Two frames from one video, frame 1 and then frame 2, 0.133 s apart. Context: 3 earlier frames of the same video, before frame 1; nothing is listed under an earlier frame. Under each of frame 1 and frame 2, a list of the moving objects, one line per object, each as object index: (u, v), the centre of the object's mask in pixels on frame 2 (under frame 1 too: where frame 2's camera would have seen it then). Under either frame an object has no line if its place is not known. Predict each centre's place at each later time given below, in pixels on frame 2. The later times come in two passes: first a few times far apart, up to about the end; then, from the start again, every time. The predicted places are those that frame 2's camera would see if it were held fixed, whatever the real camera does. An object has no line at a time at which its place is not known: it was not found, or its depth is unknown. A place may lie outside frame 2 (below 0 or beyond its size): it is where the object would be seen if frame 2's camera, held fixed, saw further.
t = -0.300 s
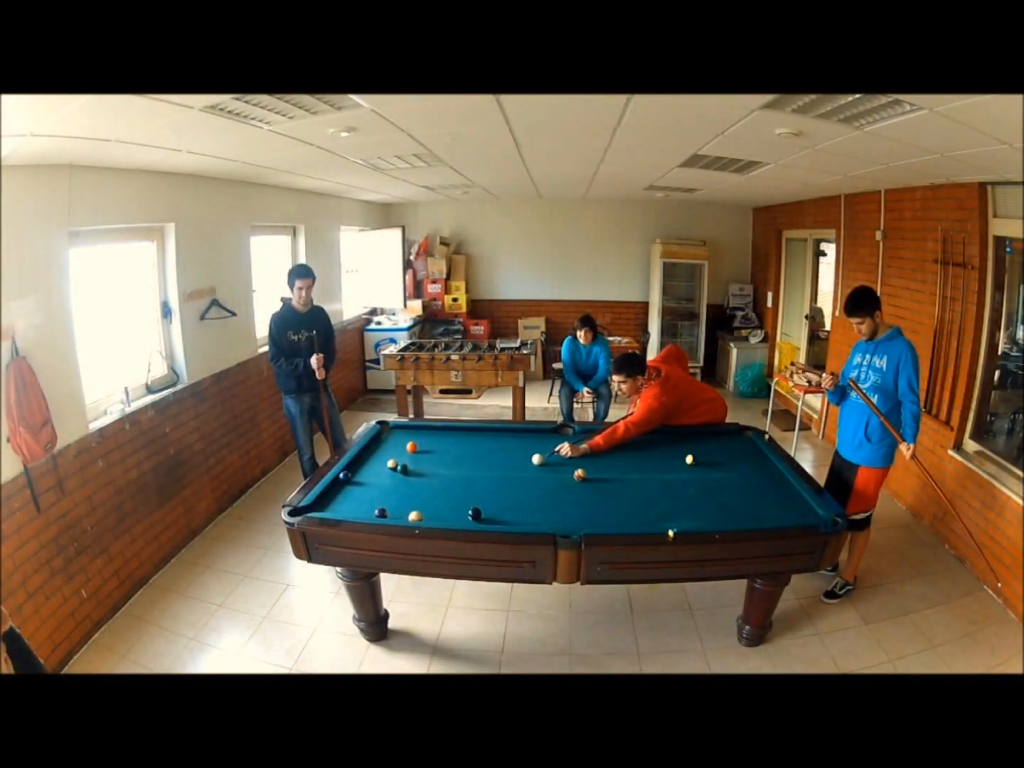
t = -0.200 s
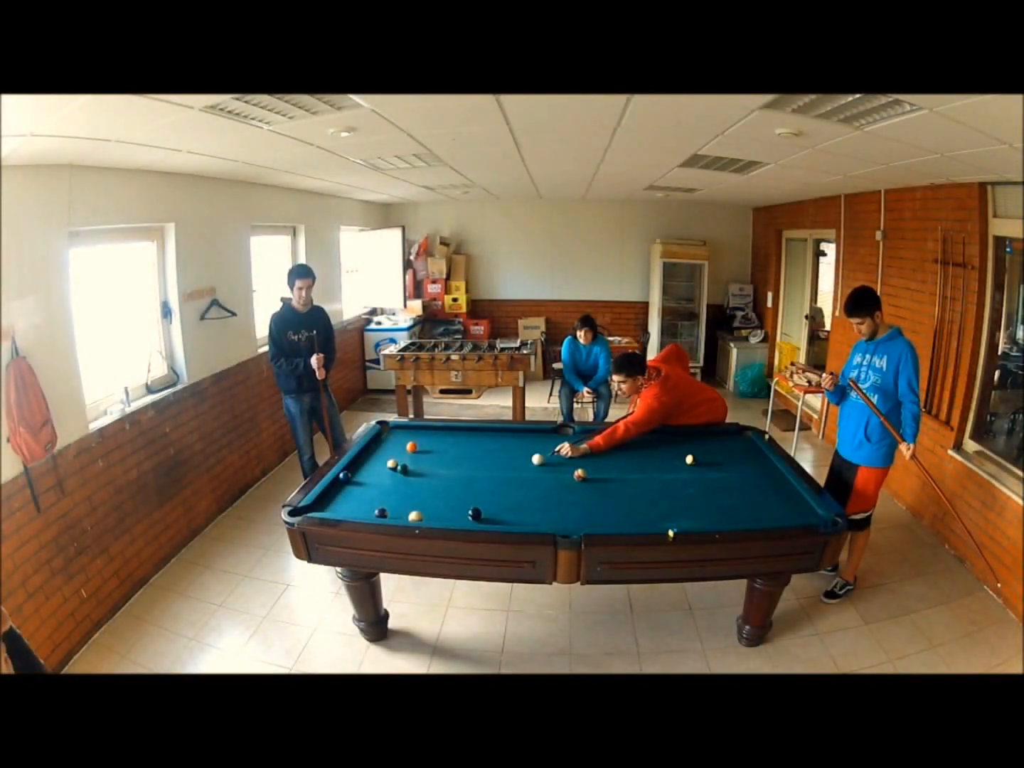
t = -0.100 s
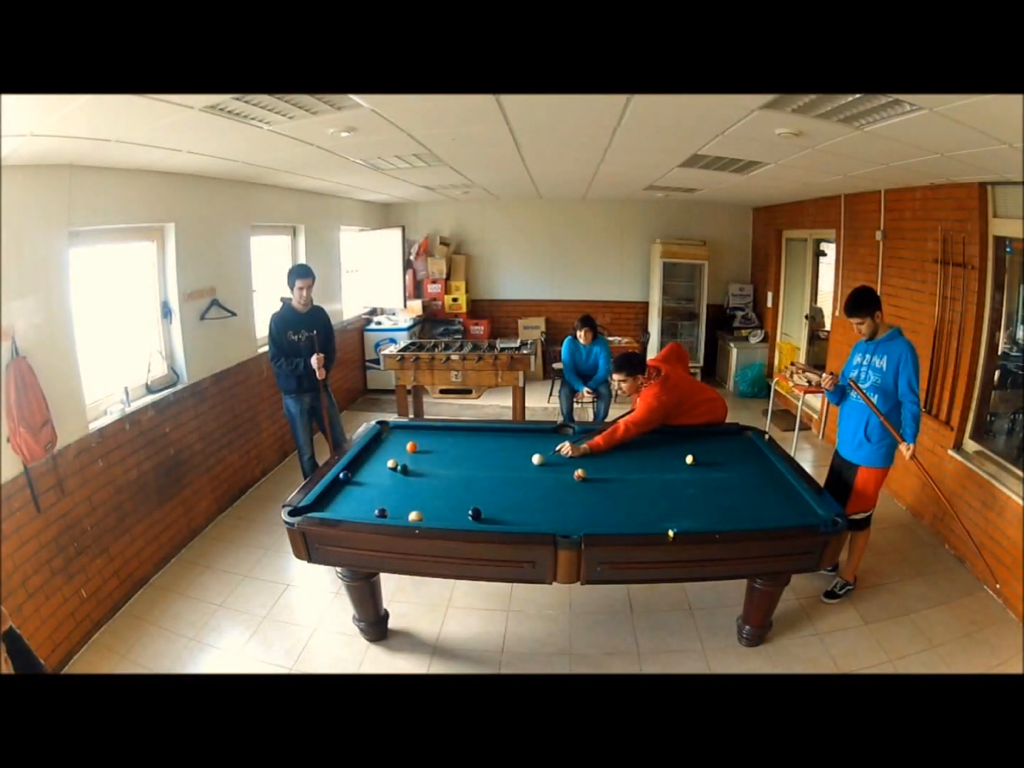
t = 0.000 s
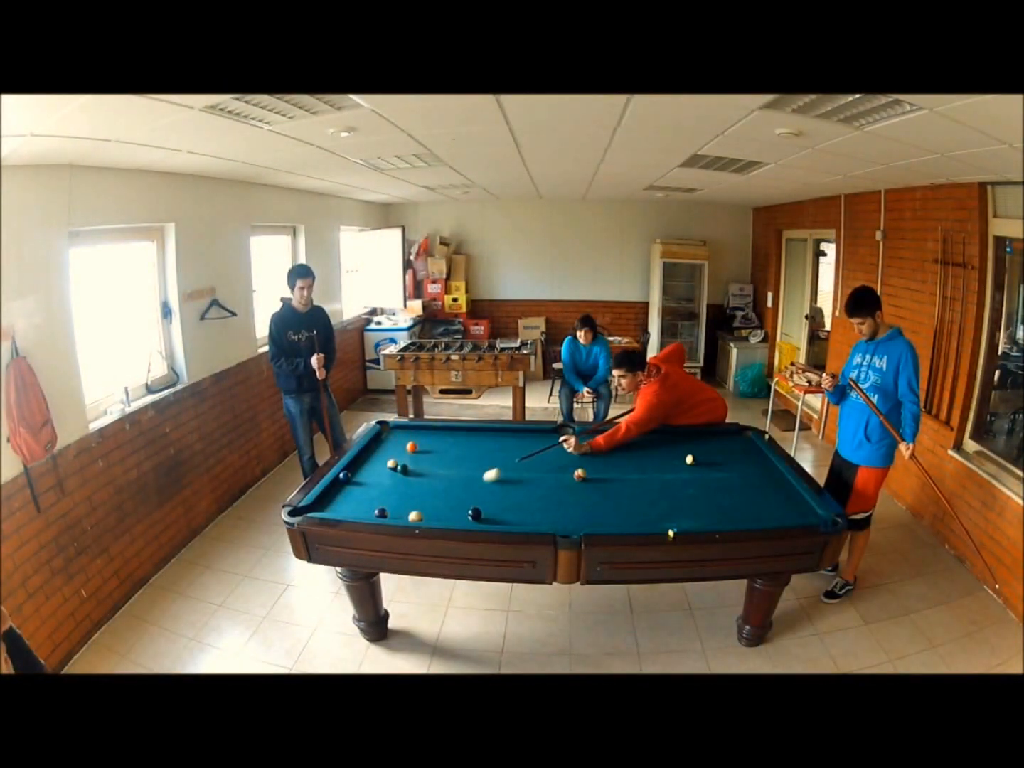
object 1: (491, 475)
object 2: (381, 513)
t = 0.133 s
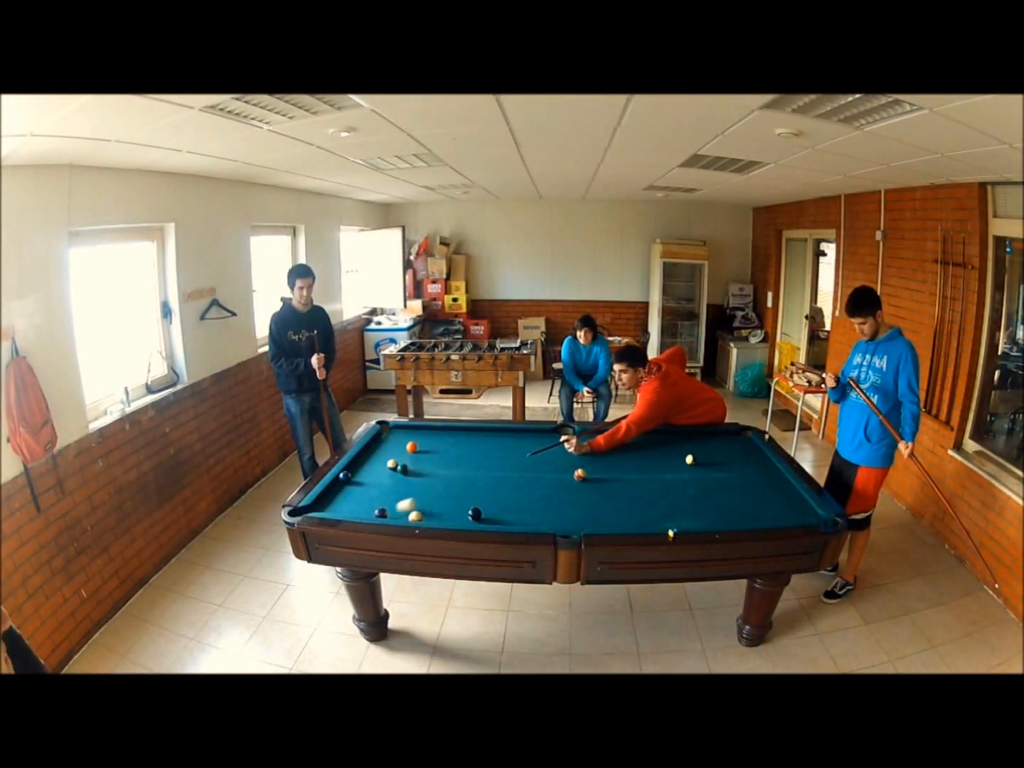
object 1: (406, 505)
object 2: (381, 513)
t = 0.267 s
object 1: (391, 514)
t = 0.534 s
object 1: (390, 512)
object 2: (354, 481)
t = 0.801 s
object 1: (392, 507)
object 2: (387, 479)
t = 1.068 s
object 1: (394, 502)
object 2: (419, 476)
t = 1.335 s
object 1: (396, 497)
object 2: (450, 472)
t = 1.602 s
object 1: (398, 493)
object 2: (480, 469)
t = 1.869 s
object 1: (399, 490)
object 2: (509, 466)
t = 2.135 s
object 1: (401, 487)
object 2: (535, 463)
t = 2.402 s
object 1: (401, 485)
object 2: (561, 460)
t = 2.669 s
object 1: (402, 483)
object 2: (585, 457)
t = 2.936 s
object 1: (402, 481)
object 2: (606, 455)
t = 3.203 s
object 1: (402, 480)
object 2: (627, 451)
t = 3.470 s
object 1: (402, 479)
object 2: (647, 448)
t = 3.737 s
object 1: (402, 479)
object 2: (665, 446)
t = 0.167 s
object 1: (392, 510)
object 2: (370, 514)
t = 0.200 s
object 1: (392, 511)
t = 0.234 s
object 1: (392, 512)
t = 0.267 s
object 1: (391, 514)
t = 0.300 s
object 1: (389, 514)
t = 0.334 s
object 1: (388, 515)
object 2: (339, 490)
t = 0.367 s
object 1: (388, 515)
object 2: (335, 486)
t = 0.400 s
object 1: (389, 514)
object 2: (336, 483)
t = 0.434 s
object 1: (389, 514)
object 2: (342, 481)
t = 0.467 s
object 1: (389, 513)
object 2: (346, 481)
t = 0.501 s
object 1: (390, 513)
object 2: (350, 481)
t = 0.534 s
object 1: (390, 512)
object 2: (354, 481)
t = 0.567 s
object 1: (390, 512)
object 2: (359, 481)
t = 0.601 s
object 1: (390, 511)
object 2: (362, 481)
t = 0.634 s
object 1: (391, 510)
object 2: (366, 480)
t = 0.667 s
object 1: (391, 510)
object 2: (370, 480)
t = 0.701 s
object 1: (391, 509)
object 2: (375, 480)
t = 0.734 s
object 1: (392, 508)
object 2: (379, 480)
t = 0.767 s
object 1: (392, 508)
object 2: (383, 479)
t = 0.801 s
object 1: (392, 507)
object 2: (387, 479)
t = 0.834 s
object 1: (392, 506)
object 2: (391, 478)
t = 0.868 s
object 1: (393, 506)
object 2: (395, 478)
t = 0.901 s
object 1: (393, 505)
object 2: (399, 478)
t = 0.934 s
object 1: (393, 504)
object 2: (403, 477)
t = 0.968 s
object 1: (393, 504)
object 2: (407, 476)
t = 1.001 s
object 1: (394, 503)
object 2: (411, 476)
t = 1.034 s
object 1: (394, 502)
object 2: (415, 476)
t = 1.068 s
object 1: (394, 502)
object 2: (419, 476)
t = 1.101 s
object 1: (394, 501)
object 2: (423, 475)
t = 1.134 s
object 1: (395, 500)
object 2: (427, 475)
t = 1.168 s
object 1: (395, 500)
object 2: (431, 475)
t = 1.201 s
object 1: (395, 499)
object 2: (435, 474)
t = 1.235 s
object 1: (395, 499)
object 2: (438, 474)
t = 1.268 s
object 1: (395, 498)
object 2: (442, 473)
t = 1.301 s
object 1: (395, 498)
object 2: (446, 473)
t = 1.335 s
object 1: (396, 497)
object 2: (450, 472)
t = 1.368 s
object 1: (396, 497)
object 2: (454, 472)
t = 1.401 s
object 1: (396, 496)
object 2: (458, 472)
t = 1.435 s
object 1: (396, 495)
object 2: (462, 471)
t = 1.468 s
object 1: (396, 495)
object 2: (465, 471)
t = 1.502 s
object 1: (397, 495)
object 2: (469, 470)
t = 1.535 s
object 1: (397, 494)
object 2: (472, 470)
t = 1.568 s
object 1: (397, 494)
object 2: (476, 470)
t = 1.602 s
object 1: (398, 493)
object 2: (480, 469)
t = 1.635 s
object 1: (398, 493)
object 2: (484, 469)
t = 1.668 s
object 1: (398, 492)
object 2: (487, 469)
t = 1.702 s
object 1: (398, 492)
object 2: (491, 468)
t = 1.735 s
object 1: (398, 491)
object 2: (494, 468)
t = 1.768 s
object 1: (399, 491)
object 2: (498, 468)
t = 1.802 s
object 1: (399, 491)
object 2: (501, 467)
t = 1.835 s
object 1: (399, 490)
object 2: (505, 467)
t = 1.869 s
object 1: (399, 490)
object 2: (509, 466)
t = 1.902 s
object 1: (399, 489)
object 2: (512, 466)
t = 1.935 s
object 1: (399, 489)
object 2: (515, 466)
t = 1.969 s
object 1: (400, 489)
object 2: (519, 465)
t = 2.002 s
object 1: (400, 488)
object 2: (522, 465)
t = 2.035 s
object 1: (400, 488)
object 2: (526, 464)
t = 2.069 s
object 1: (400, 488)
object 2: (529, 464)
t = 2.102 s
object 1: (400, 487)
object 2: (532, 464)
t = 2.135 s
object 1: (401, 487)
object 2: (535, 463)
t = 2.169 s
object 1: (401, 487)
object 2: (538, 463)
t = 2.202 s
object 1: (401, 486)
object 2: (542, 462)
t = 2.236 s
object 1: (401, 486)
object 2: (545, 462)
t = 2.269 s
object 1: (401, 486)
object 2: (548, 462)
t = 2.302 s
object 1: (401, 485)
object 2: (552, 461)
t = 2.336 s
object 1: (401, 485)
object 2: (554, 461)
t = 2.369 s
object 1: (401, 485)
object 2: (558, 460)
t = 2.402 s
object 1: (401, 485)
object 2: (561, 460)
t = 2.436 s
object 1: (402, 484)
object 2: (564, 460)
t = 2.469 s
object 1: (402, 484)
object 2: (567, 459)
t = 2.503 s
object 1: (402, 484)
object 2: (570, 459)
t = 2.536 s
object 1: (402, 483)
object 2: (573, 458)
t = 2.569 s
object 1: (402, 483)
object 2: (576, 459)
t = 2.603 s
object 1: (402, 483)
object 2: (579, 458)
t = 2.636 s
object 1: (402, 483)
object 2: (582, 457)
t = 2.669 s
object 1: (402, 483)
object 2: (585, 457)
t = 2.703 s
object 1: (402, 482)
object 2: (588, 457)
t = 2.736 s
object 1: (402, 482)
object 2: (591, 457)
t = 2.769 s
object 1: (402, 482)
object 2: (593, 456)
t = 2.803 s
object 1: (402, 482)
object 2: (596, 455)
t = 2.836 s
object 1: (402, 482)
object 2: (598, 455)
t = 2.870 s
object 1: (402, 482)
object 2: (601, 455)
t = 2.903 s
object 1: (402, 481)
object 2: (604, 455)
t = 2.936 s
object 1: (402, 481)
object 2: (606, 455)
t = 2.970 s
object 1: (402, 481)
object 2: (609, 454)
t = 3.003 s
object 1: (402, 481)
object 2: (612, 453)
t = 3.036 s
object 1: (402, 481)
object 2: (614, 453)
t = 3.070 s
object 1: (402, 481)
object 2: (617, 453)
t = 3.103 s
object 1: (402, 481)
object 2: (620, 452)
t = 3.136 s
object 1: (402, 481)
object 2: (622, 452)
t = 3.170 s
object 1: (402, 480)
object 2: (624, 452)
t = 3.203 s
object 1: (402, 480)
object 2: (627, 451)
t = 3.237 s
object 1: (402, 480)
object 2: (630, 451)
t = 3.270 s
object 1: (402, 480)
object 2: (633, 450)
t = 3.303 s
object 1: (402, 480)
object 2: (635, 450)
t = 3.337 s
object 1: (402, 480)
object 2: (637, 450)
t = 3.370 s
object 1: (402, 480)
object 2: (640, 450)
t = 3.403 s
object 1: (402, 479)
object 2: (642, 449)
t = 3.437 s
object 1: (402, 479)
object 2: (644, 449)
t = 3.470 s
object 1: (402, 479)
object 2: (647, 448)
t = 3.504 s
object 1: (402, 479)
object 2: (649, 448)
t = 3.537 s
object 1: (402, 479)
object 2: (651, 448)
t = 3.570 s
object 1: (402, 479)
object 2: (654, 448)
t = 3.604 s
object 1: (402, 479)
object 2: (656, 448)
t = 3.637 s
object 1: (402, 479)
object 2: (658, 447)
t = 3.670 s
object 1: (402, 479)
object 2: (660, 447)
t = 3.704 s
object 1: (402, 479)
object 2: (663, 446)
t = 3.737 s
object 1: (402, 479)
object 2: (665, 446)
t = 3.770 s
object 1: (402, 479)
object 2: (666, 446)
